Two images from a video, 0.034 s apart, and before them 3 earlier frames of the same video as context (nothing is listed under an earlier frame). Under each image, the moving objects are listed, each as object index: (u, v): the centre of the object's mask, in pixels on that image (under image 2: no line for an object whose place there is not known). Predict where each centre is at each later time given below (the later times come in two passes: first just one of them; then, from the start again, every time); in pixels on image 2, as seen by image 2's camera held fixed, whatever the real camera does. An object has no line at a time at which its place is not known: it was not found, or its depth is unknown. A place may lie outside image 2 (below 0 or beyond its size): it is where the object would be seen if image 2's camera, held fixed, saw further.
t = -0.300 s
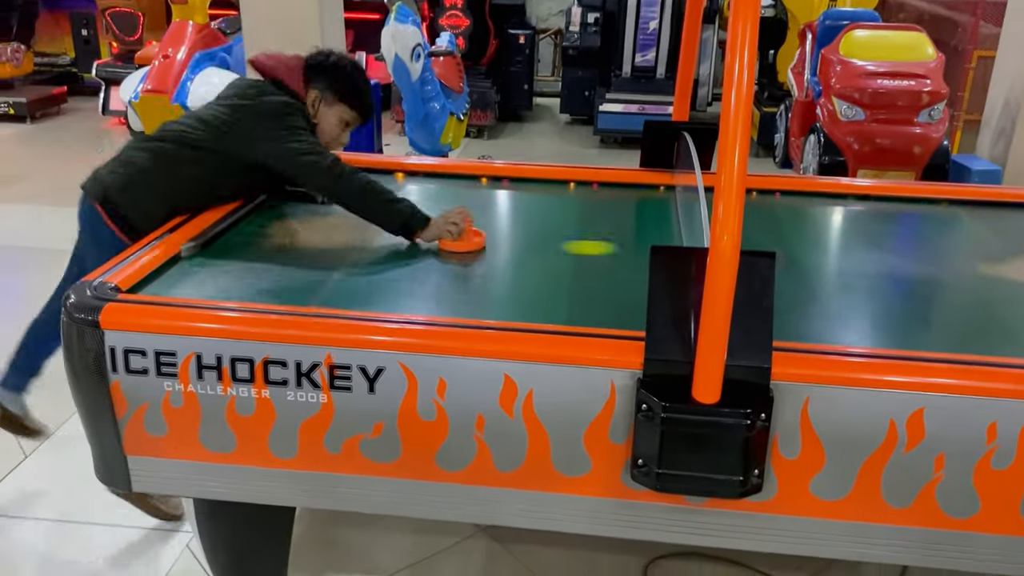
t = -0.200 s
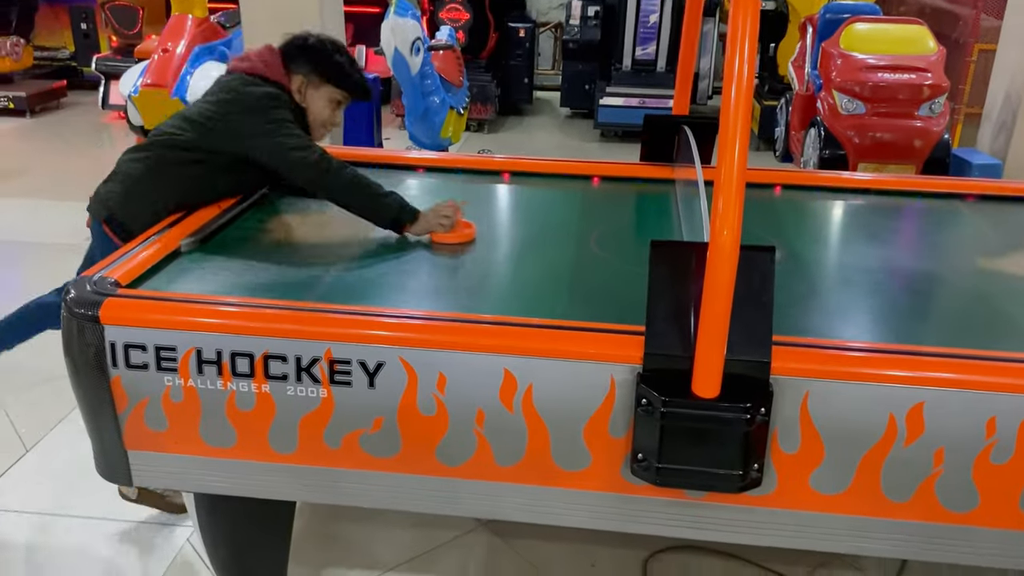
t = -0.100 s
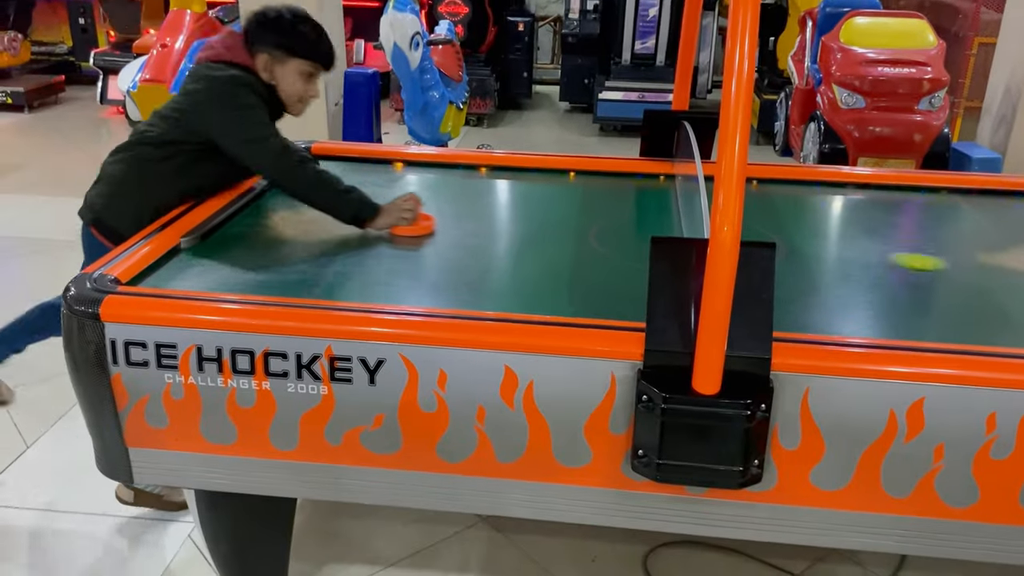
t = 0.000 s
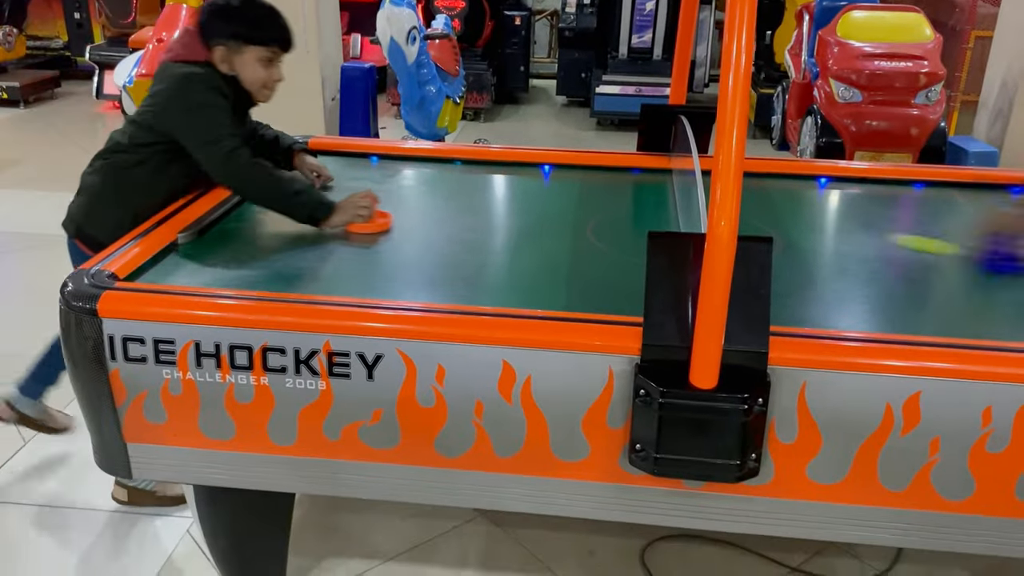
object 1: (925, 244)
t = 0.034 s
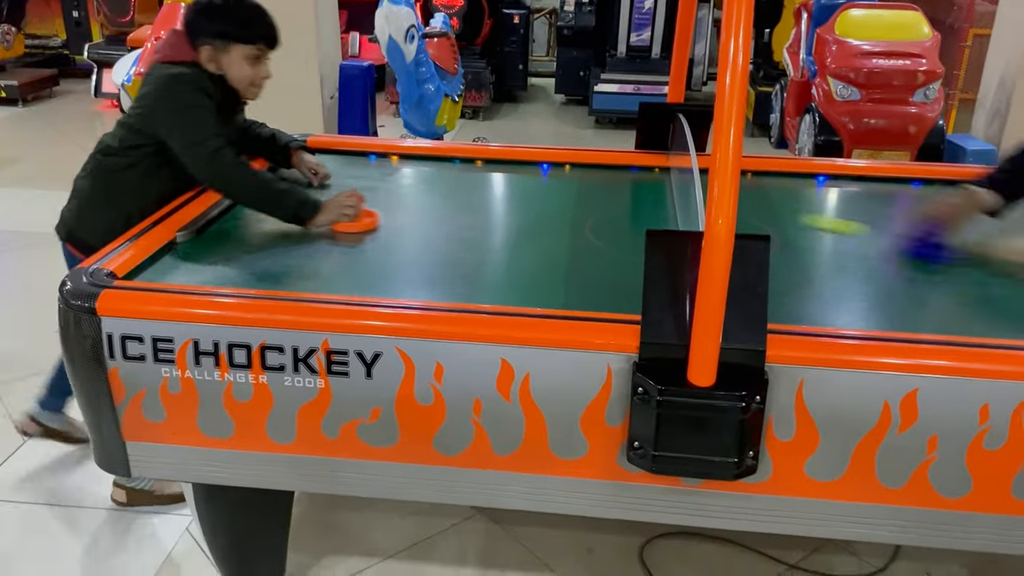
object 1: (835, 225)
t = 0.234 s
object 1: (435, 165)
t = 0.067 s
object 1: (760, 210)
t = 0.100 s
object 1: (668, 193)
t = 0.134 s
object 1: (613, 184)
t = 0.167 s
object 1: (549, 172)
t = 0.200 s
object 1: (492, 164)
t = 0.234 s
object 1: (435, 165)
